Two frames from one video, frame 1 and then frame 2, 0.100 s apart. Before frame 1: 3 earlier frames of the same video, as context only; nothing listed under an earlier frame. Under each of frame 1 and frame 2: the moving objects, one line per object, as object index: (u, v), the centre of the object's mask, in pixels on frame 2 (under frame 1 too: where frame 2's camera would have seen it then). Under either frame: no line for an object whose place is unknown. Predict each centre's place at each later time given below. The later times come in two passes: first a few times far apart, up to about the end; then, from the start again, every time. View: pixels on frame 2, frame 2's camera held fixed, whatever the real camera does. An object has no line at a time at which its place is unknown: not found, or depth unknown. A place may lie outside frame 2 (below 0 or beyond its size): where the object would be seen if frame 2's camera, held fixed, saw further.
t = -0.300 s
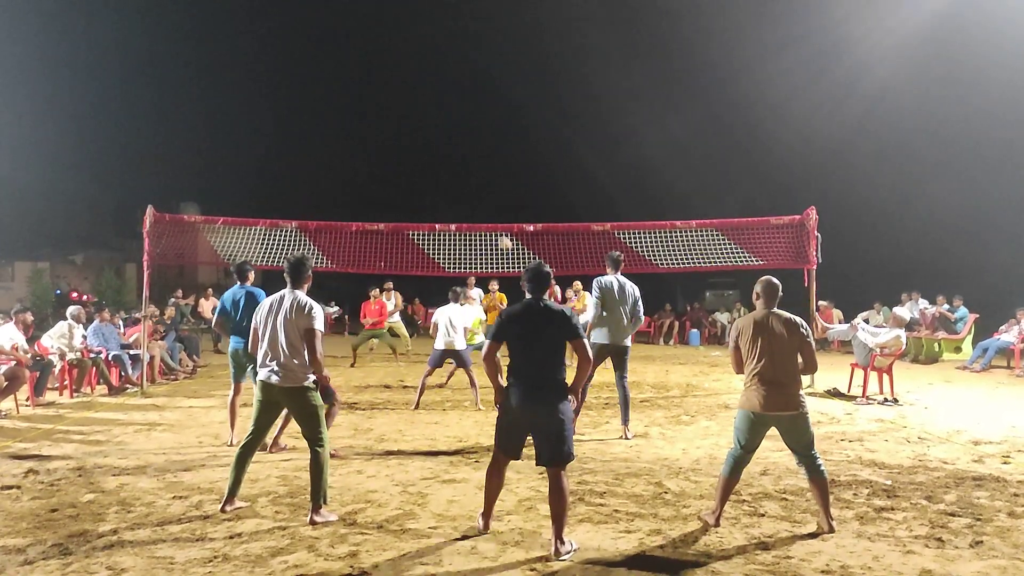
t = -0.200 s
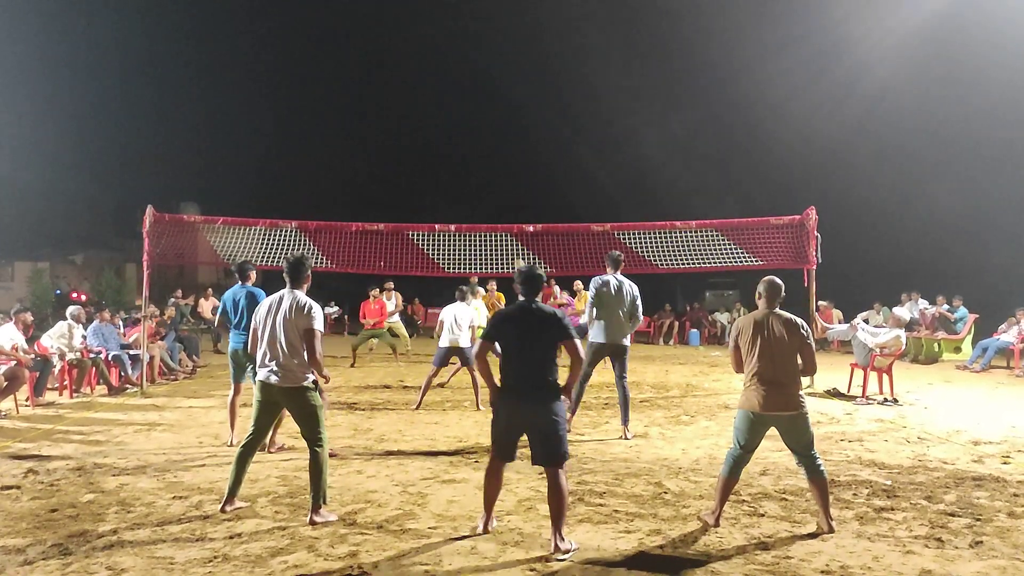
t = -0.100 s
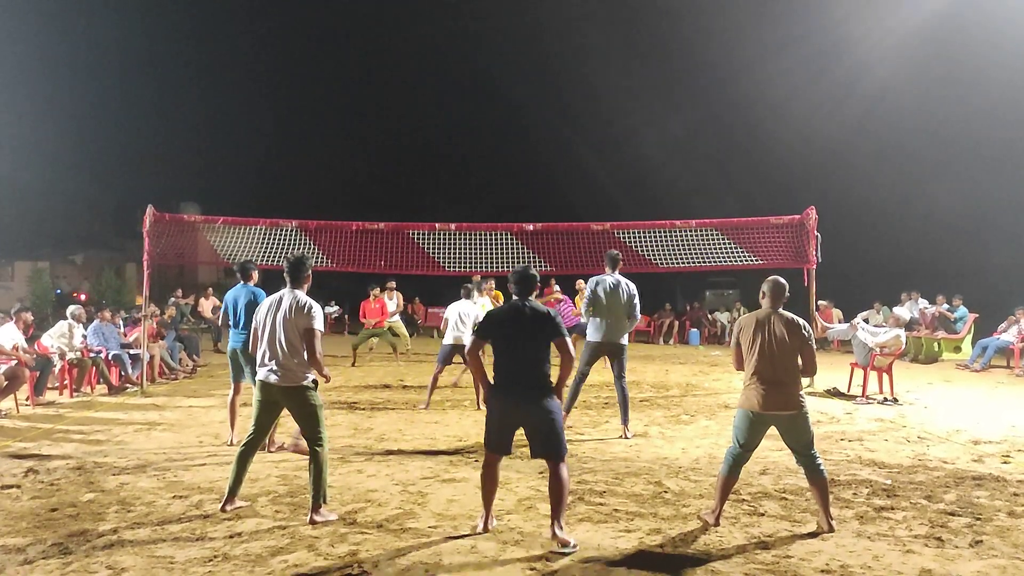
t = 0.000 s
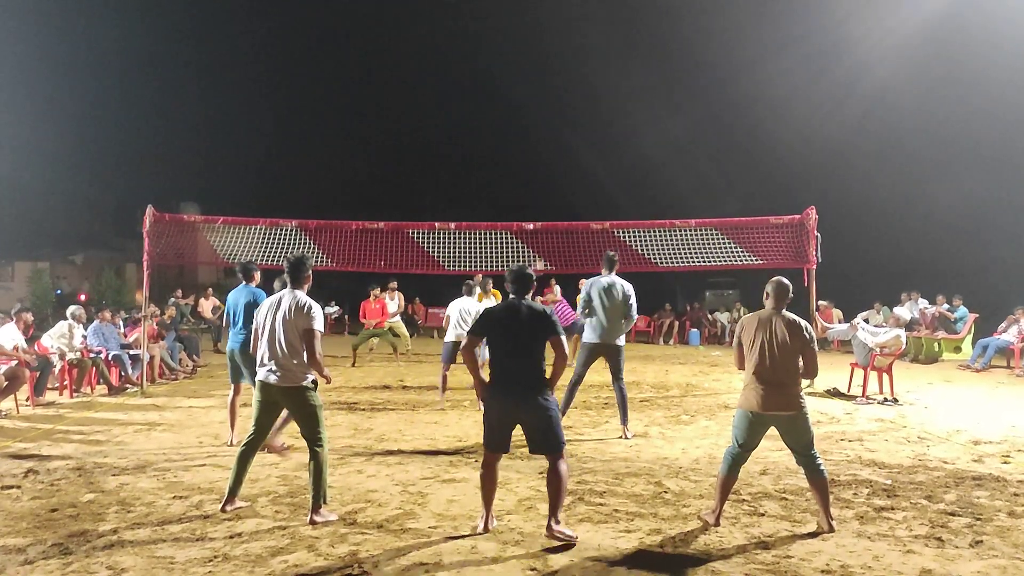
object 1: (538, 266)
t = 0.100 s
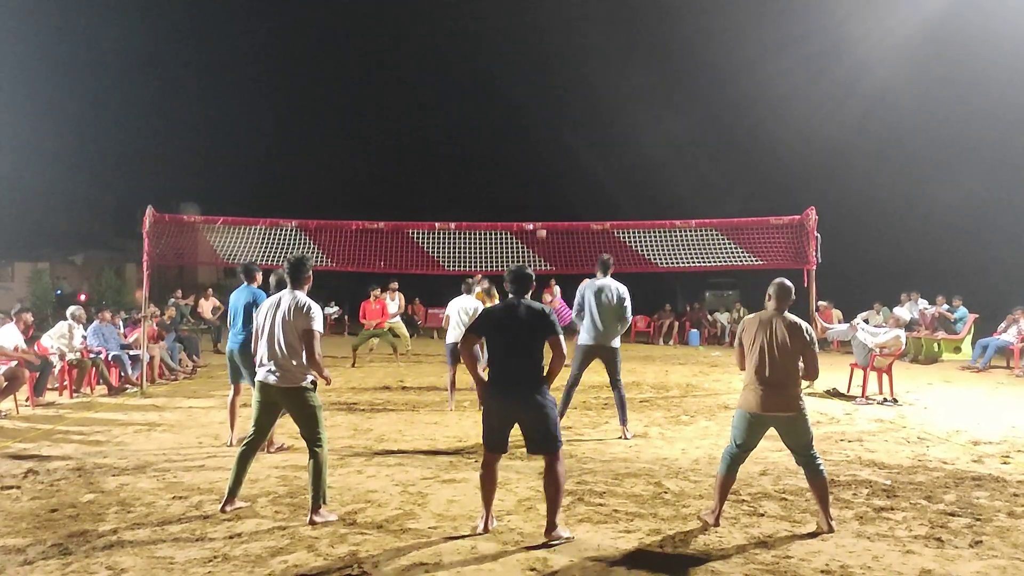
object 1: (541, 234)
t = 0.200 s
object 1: (545, 197)
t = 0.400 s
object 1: (553, 134)
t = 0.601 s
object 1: (564, 86)
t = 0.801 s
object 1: (578, 55)
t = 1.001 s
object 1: (596, 49)
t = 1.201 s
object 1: (619, 77)
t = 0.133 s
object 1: (543, 217)
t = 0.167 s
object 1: (544, 208)
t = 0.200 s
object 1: (545, 197)
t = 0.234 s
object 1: (546, 186)
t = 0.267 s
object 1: (548, 174)
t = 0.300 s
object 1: (549, 164)
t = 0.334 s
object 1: (550, 154)
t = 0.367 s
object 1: (552, 144)
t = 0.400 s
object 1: (553, 134)
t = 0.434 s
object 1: (555, 125)
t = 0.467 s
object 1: (557, 117)
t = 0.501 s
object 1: (558, 109)
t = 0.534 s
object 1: (561, 101)
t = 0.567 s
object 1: (562, 93)
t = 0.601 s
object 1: (564, 86)
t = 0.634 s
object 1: (566, 80)
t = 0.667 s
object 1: (569, 74)
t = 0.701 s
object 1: (571, 68)
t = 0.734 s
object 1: (573, 63)
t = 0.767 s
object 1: (576, 59)
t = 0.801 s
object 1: (578, 55)
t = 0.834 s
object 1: (581, 52)
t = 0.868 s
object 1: (583, 50)
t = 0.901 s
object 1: (587, 48)
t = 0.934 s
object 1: (589, 48)
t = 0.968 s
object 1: (592, 47)
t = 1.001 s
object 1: (596, 49)
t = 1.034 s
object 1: (599, 51)
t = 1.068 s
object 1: (603, 54)
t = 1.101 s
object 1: (607, 57)
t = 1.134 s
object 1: (611, 63)
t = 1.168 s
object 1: (615, 69)
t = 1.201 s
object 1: (619, 77)
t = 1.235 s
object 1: (624, 85)
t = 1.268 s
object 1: (628, 96)
